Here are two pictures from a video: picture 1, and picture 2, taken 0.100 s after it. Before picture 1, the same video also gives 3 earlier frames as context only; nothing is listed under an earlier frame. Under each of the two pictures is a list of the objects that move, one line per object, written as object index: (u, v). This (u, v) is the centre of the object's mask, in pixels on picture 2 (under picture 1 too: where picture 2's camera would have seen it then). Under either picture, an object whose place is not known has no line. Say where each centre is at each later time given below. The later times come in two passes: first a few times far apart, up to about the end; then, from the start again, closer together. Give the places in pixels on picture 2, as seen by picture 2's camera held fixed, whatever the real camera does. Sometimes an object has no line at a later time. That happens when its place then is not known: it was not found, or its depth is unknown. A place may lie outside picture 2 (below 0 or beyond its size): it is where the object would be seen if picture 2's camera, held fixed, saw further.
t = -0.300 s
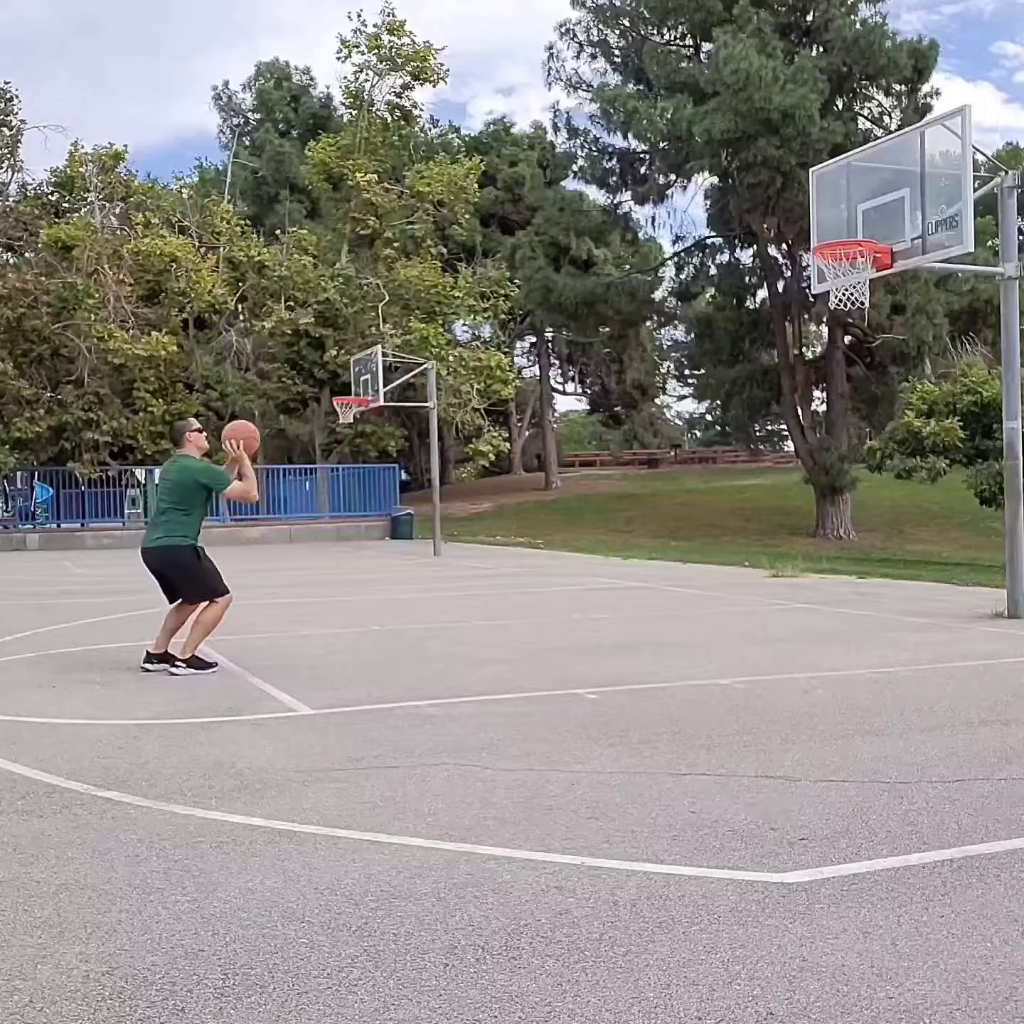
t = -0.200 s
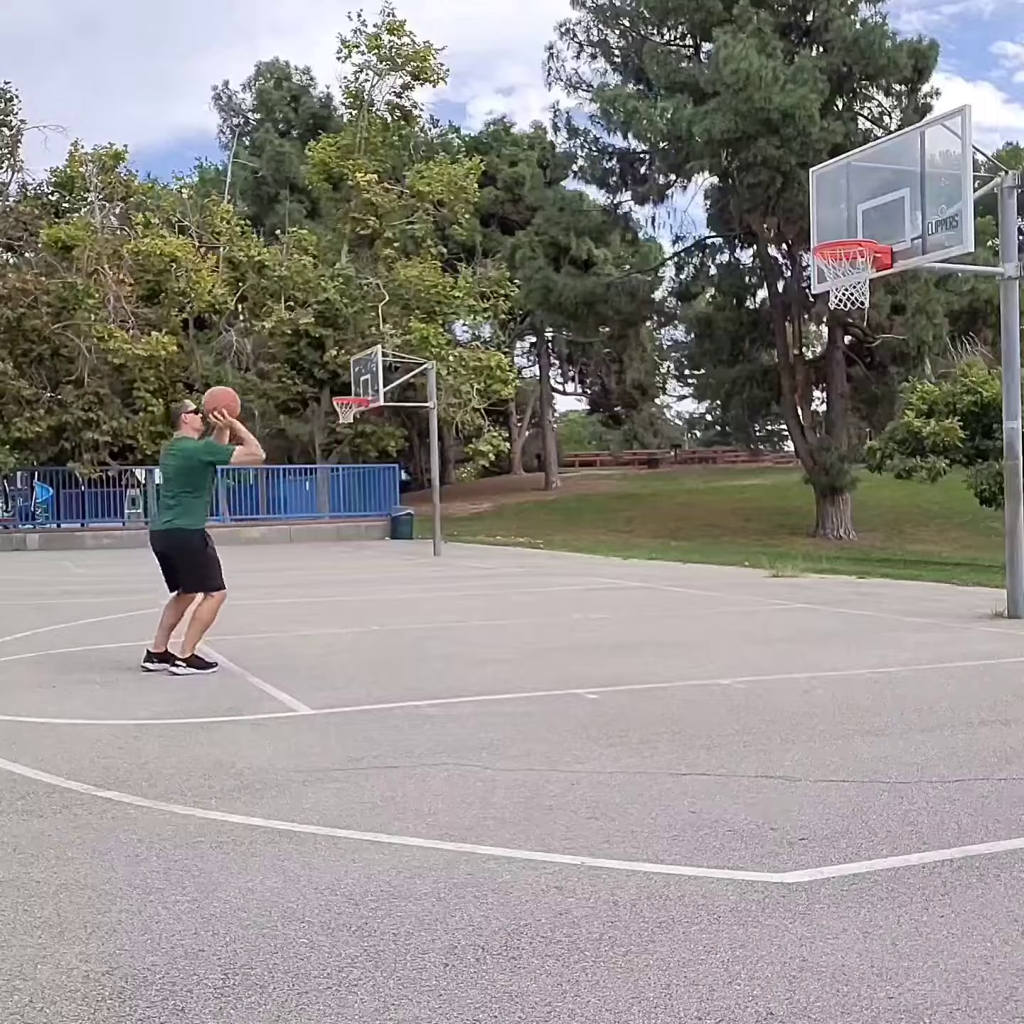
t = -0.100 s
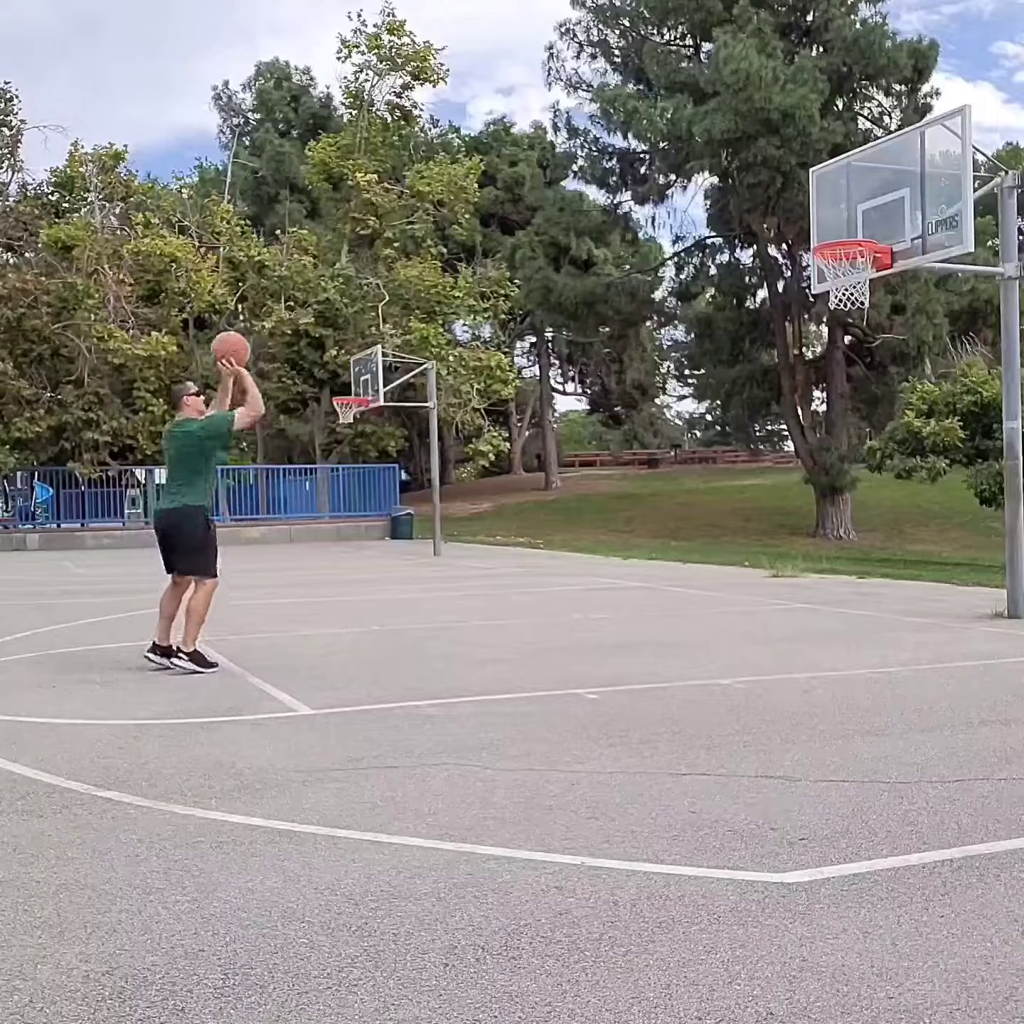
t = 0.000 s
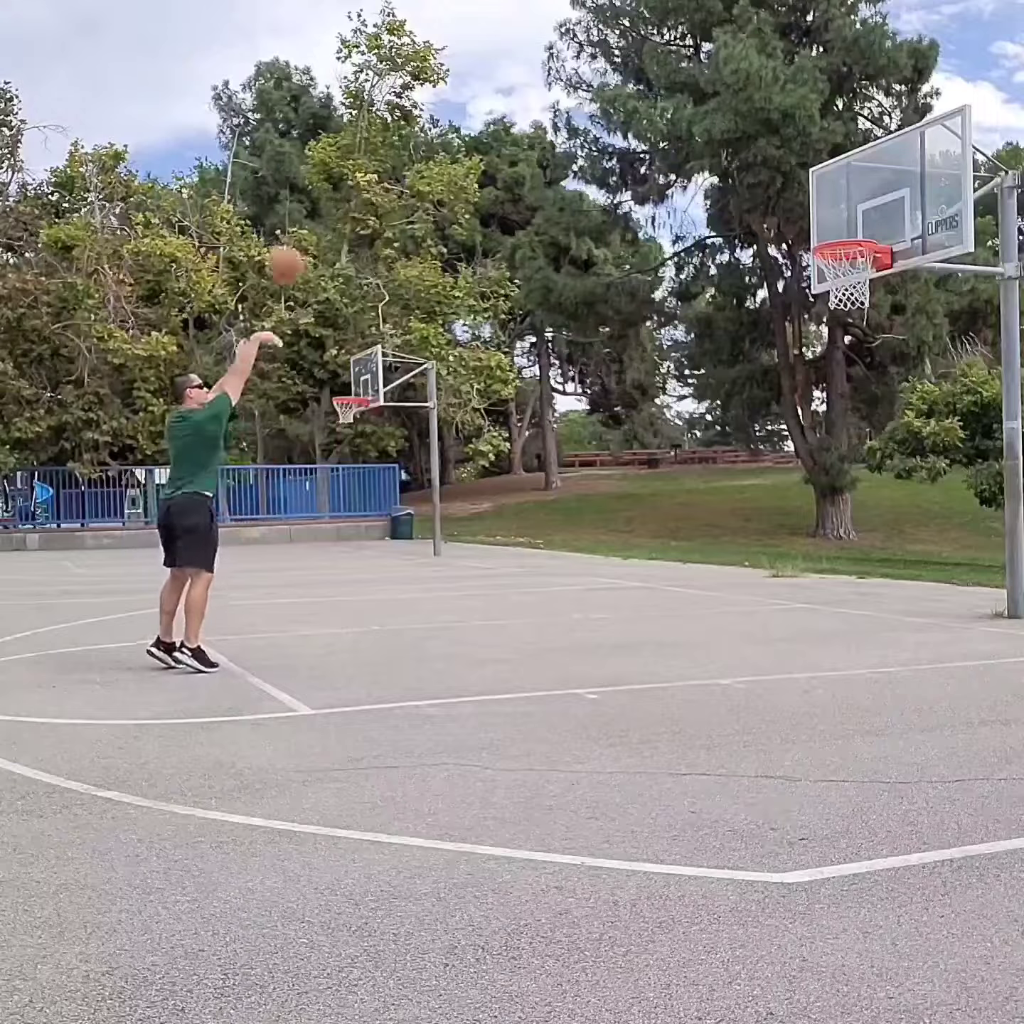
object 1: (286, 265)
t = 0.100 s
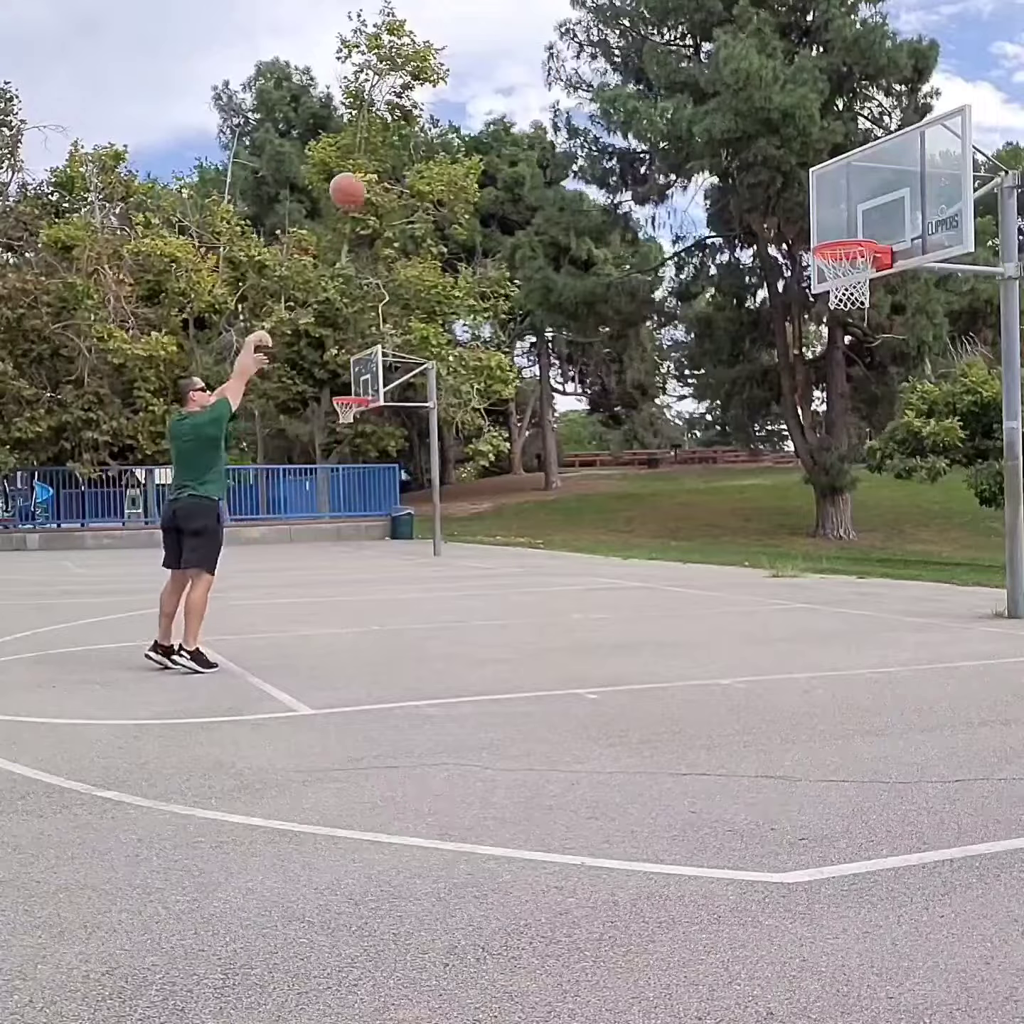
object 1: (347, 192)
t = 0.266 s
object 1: (448, 106)
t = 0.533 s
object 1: (597, 59)
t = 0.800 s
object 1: (733, 108)
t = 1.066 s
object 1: (857, 234)
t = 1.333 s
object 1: (814, 272)
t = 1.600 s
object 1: (834, 306)
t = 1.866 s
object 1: (857, 419)
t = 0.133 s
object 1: (369, 170)
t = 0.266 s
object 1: (448, 106)
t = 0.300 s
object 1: (468, 93)
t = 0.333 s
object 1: (486, 83)
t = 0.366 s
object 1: (505, 75)
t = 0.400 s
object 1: (524, 68)
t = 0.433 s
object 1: (542, 63)
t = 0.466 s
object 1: (561, 61)
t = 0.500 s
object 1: (580, 60)
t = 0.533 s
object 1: (597, 59)
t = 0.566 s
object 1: (616, 60)
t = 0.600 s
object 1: (633, 62)
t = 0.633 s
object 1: (650, 66)
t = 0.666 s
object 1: (667, 72)
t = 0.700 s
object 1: (684, 79)
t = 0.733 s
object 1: (701, 87)
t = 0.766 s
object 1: (718, 97)
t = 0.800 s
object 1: (733, 108)
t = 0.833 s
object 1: (750, 121)
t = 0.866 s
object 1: (766, 135)
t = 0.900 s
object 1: (781, 150)
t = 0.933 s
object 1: (796, 166)
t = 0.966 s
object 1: (811, 185)
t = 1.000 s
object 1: (828, 204)
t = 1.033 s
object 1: (843, 224)
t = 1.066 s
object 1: (857, 234)
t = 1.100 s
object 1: (856, 256)
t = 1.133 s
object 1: (831, 271)
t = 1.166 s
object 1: (827, 282)
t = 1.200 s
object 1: (820, 283)
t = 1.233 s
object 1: (813, 279)
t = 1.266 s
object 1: (812, 276)
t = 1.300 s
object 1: (811, 274)
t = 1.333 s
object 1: (814, 272)
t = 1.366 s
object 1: (816, 271)
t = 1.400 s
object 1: (813, 271)
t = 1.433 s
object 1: (821, 272)
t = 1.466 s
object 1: (817, 283)
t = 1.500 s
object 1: (824, 282)
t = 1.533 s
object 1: (826, 293)
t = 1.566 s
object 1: (831, 299)
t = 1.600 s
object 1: (834, 306)
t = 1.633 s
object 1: (837, 312)
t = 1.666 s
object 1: (840, 323)
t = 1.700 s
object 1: (843, 337)
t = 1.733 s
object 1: (845, 351)
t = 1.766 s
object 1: (848, 366)
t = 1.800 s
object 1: (851, 383)
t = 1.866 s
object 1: (857, 419)
